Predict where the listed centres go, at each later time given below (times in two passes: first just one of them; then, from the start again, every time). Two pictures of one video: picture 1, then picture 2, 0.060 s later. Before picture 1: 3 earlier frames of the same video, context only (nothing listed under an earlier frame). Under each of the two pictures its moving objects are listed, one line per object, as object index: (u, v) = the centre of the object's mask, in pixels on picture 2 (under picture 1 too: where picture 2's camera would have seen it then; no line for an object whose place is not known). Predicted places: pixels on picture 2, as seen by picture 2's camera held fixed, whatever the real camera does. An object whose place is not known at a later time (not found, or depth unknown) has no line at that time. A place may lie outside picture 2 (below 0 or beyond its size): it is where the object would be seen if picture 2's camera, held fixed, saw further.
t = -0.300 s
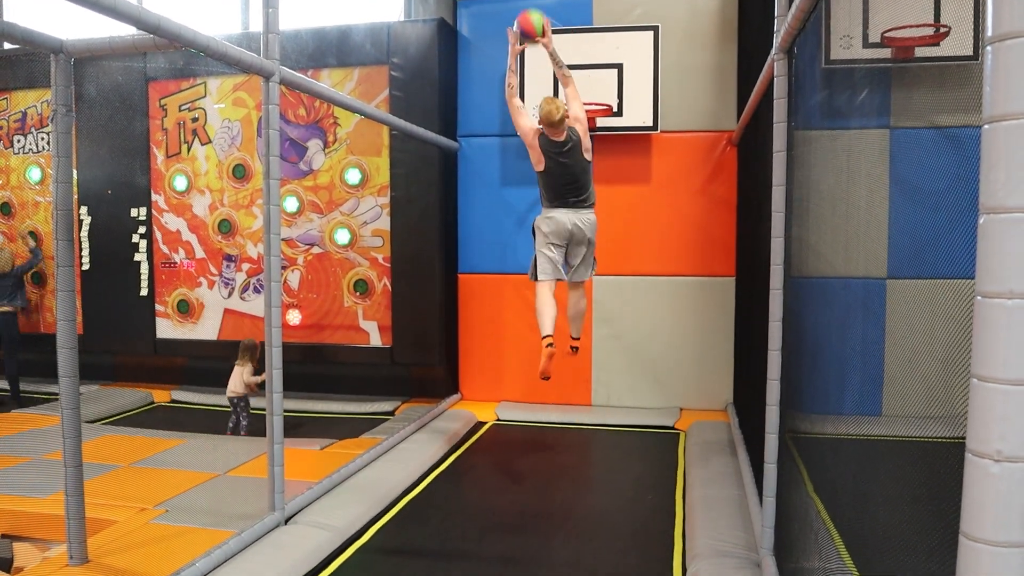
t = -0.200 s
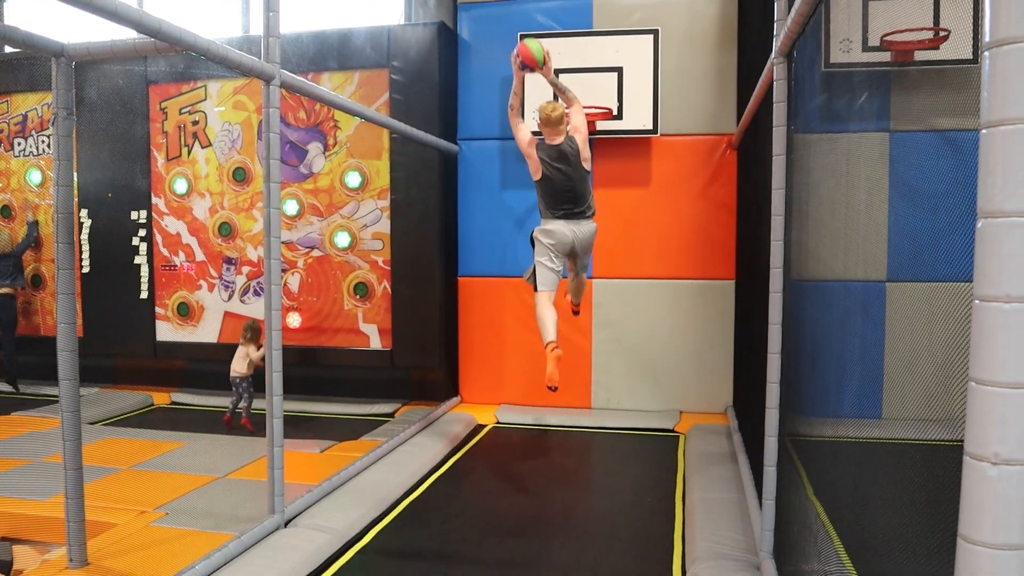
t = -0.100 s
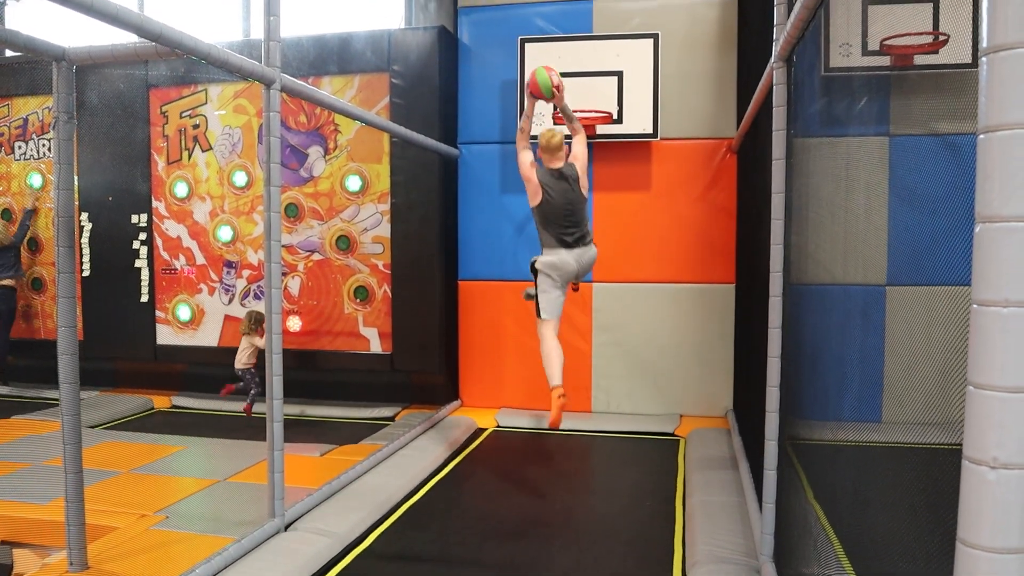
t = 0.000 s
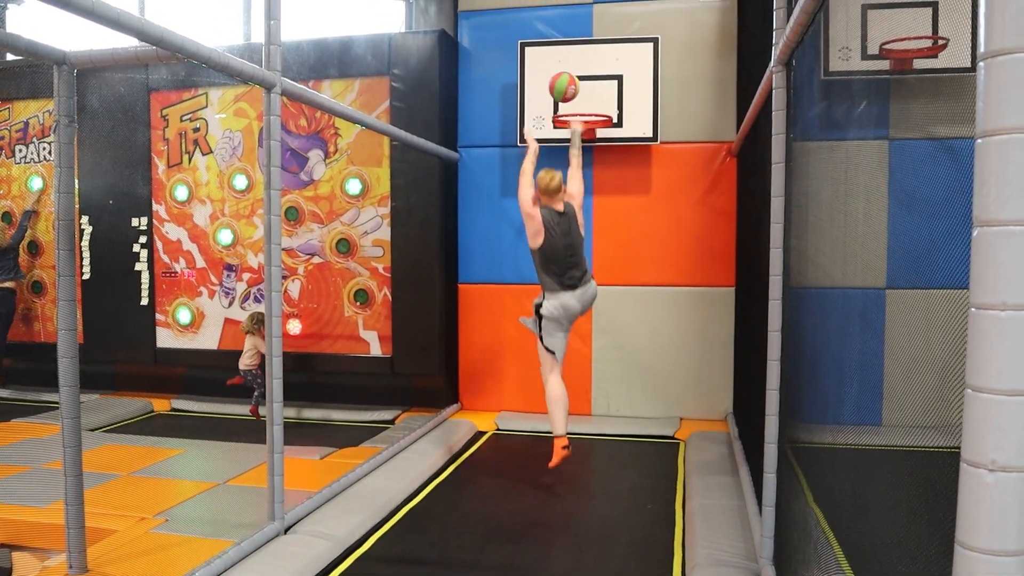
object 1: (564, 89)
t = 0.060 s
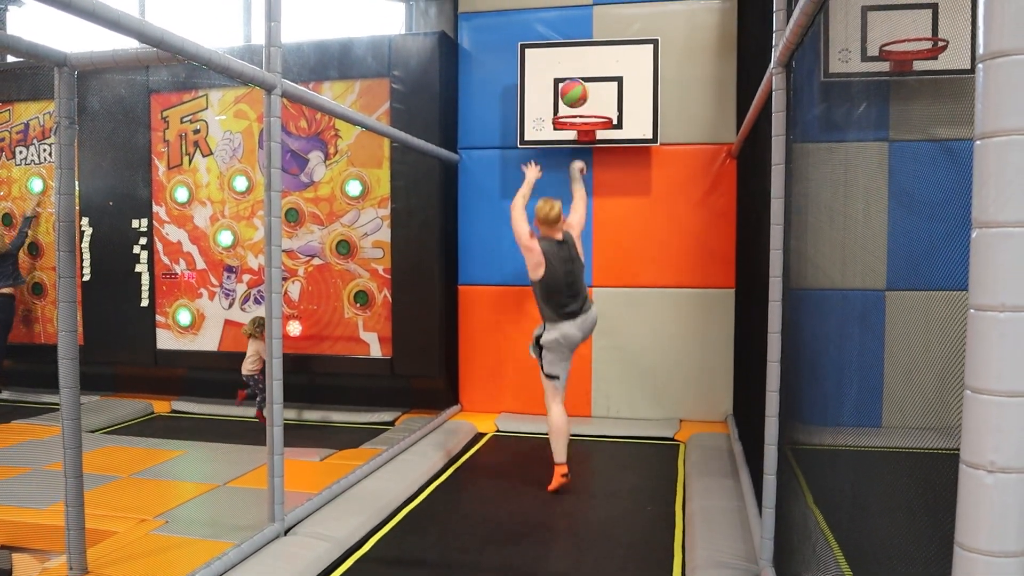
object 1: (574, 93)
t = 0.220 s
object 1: (591, 91)
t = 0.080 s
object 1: (577, 96)
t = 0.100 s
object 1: (580, 99)
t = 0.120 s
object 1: (583, 102)
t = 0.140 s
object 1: (585, 104)
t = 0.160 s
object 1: (588, 106)
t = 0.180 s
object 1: (590, 104)
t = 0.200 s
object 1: (591, 99)
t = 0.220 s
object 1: (591, 91)
